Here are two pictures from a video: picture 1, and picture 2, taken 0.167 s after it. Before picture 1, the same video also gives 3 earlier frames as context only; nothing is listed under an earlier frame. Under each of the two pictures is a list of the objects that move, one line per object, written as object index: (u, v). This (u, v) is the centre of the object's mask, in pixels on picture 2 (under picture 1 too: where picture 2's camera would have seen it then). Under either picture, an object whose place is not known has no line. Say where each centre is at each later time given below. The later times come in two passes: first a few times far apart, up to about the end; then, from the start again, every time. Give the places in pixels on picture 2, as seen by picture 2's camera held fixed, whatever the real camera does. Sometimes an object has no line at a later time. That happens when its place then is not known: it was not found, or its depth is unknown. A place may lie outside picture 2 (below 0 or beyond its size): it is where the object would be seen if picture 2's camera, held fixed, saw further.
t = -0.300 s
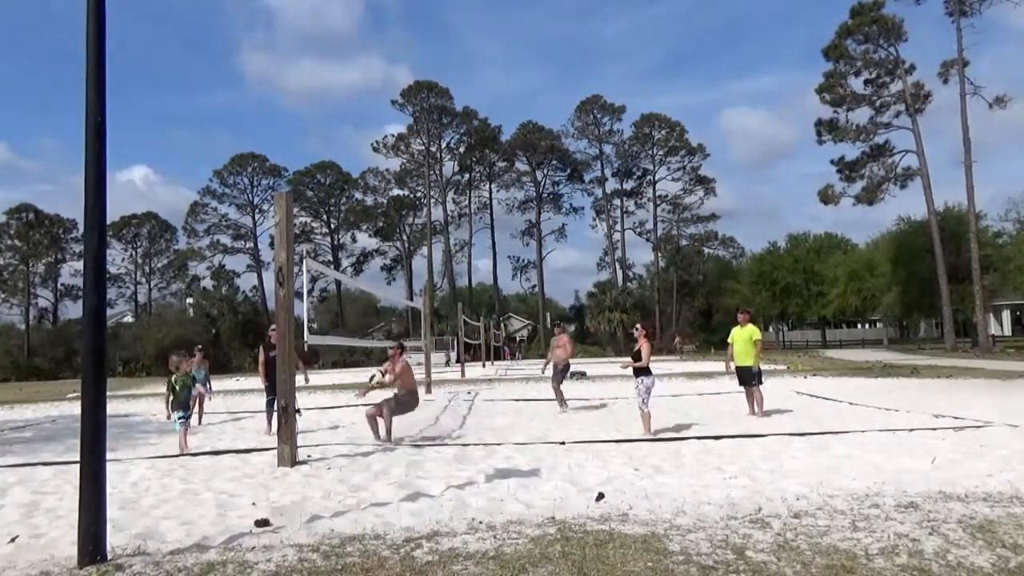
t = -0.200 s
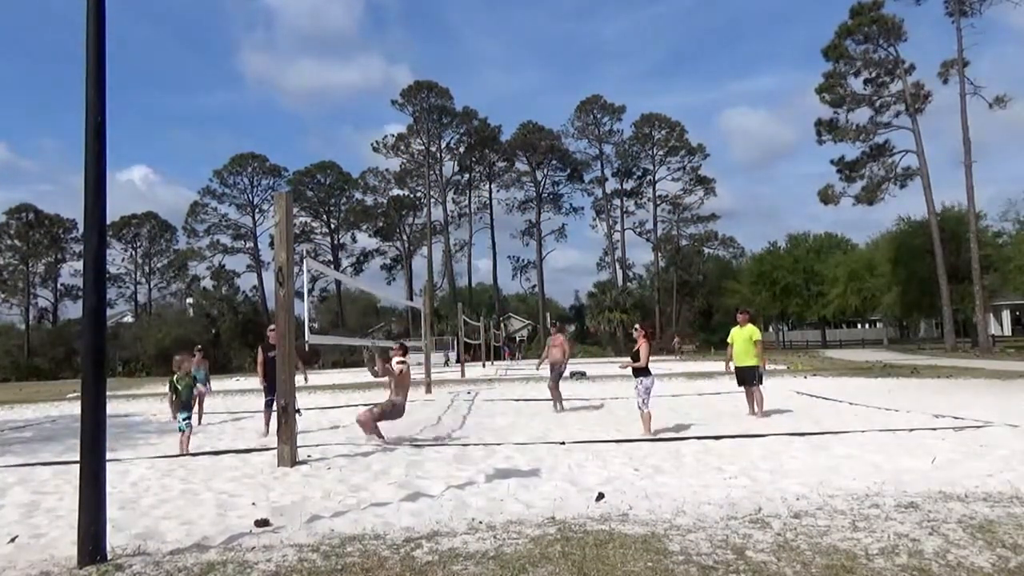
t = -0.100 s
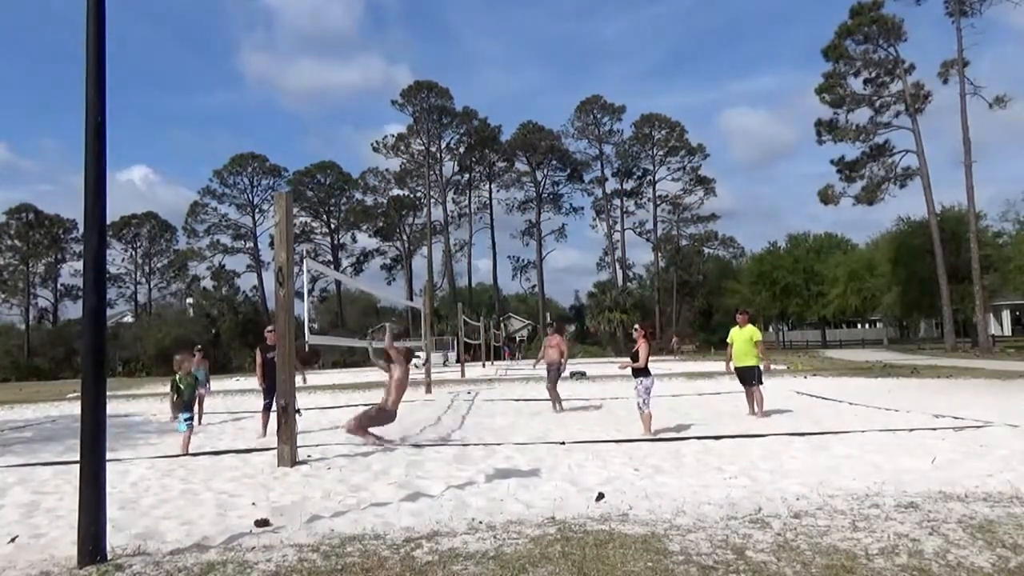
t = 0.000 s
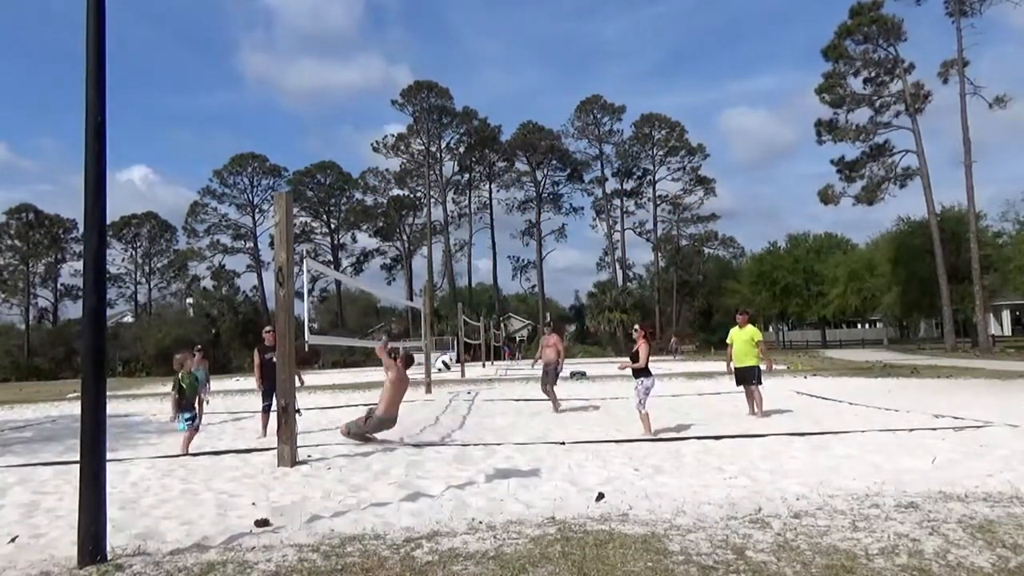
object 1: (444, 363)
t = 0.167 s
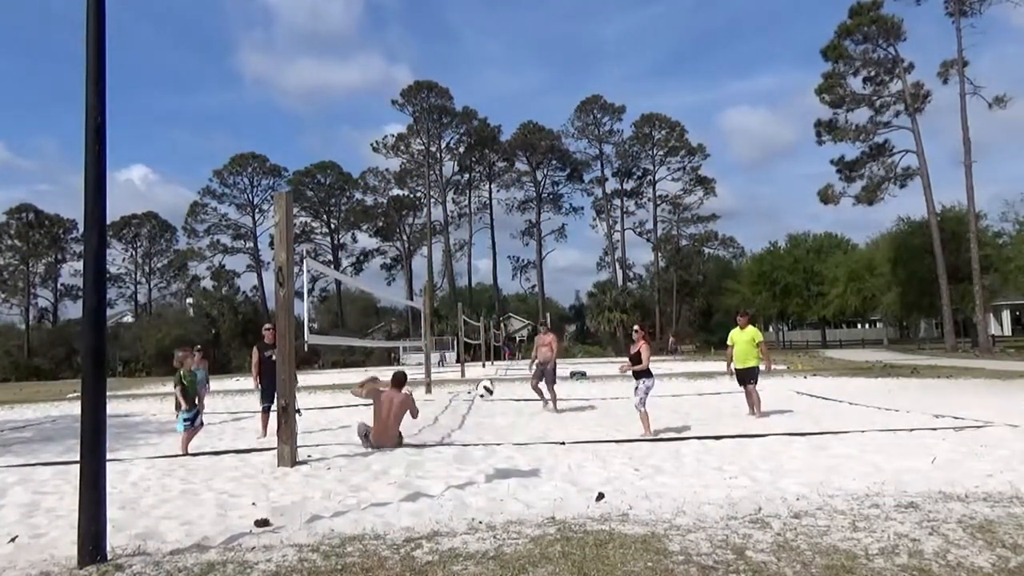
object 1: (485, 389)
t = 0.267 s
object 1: (511, 417)
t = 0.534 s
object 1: (595, 441)
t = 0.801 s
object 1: (673, 442)
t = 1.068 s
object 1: (738, 439)
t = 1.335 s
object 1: (793, 438)
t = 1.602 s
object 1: (831, 436)
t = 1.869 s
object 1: (859, 434)
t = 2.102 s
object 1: (874, 434)
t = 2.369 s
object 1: (891, 435)
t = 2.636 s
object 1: (894, 433)
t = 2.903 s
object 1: (891, 435)
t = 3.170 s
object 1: (887, 436)
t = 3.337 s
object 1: (883, 435)
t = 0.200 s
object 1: (494, 397)
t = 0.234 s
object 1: (503, 408)
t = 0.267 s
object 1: (511, 417)
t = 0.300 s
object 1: (521, 429)
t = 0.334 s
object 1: (529, 440)
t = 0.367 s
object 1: (541, 439)
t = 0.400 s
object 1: (552, 438)
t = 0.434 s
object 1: (563, 436)
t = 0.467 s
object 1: (573, 437)
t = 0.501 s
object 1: (584, 438)
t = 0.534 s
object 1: (595, 441)
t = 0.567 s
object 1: (606, 440)
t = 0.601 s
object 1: (615, 438)
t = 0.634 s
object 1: (624, 433)
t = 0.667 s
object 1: (635, 433)
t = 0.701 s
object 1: (644, 432)
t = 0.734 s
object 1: (654, 434)
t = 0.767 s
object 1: (663, 438)
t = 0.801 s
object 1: (673, 442)
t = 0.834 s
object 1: (681, 440)
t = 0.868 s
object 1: (691, 440)
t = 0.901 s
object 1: (698, 441)
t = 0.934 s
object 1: (707, 439)
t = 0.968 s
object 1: (715, 438)
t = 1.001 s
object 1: (722, 438)
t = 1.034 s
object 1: (734, 441)
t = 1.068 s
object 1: (738, 439)
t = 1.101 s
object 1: (746, 438)
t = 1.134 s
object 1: (754, 438)
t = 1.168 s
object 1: (761, 438)
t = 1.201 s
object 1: (768, 436)
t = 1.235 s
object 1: (775, 437)
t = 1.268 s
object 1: (782, 439)
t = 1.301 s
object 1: (788, 438)
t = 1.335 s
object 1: (793, 438)
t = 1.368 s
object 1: (798, 436)
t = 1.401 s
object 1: (803, 435)
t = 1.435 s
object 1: (808, 434)
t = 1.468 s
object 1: (813, 435)
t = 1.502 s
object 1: (818, 435)
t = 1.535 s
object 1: (822, 436)
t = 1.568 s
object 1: (827, 436)
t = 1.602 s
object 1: (831, 436)
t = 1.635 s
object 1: (835, 436)
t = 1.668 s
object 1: (839, 435)
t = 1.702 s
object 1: (842, 435)
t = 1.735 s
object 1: (846, 435)
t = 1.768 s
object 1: (848, 434)
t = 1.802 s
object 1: (853, 434)
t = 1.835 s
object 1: (856, 433)
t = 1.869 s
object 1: (859, 434)
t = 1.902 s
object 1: (861, 434)
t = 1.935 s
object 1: (863, 434)
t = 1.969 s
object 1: (865, 434)
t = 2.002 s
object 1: (868, 436)
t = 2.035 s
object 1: (870, 434)
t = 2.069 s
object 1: (871, 434)
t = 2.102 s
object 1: (874, 434)
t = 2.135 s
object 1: (878, 434)
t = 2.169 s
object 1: (880, 434)
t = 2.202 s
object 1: (883, 435)
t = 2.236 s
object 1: (885, 436)
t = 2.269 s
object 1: (887, 437)
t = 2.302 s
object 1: (889, 436)
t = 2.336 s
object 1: (890, 435)
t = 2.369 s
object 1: (891, 435)
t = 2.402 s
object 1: (891, 434)
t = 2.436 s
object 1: (892, 434)
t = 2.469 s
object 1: (892, 434)
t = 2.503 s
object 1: (893, 433)
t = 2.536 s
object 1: (893, 433)
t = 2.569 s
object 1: (894, 433)
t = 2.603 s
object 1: (894, 433)
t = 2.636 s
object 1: (894, 433)
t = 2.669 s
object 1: (894, 433)
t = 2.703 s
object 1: (894, 433)
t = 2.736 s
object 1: (894, 434)
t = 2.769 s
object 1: (893, 434)
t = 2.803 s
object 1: (893, 434)
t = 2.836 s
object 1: (892, 435)
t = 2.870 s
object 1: (891, 435)
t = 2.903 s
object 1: (891, 435)
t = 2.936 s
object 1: (890, 436)
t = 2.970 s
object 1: (890, 436)
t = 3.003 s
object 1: (889, 437)
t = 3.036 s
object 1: (889, 436)
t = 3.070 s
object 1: (889, 435)
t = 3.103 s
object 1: (888, 436)
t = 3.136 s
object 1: (887, 436)
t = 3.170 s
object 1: (887, 436)
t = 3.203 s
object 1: (885, 436)
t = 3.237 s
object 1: (884, 435)
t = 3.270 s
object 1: (884, 435)
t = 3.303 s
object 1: (883, 436)
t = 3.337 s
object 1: (883, 435)
